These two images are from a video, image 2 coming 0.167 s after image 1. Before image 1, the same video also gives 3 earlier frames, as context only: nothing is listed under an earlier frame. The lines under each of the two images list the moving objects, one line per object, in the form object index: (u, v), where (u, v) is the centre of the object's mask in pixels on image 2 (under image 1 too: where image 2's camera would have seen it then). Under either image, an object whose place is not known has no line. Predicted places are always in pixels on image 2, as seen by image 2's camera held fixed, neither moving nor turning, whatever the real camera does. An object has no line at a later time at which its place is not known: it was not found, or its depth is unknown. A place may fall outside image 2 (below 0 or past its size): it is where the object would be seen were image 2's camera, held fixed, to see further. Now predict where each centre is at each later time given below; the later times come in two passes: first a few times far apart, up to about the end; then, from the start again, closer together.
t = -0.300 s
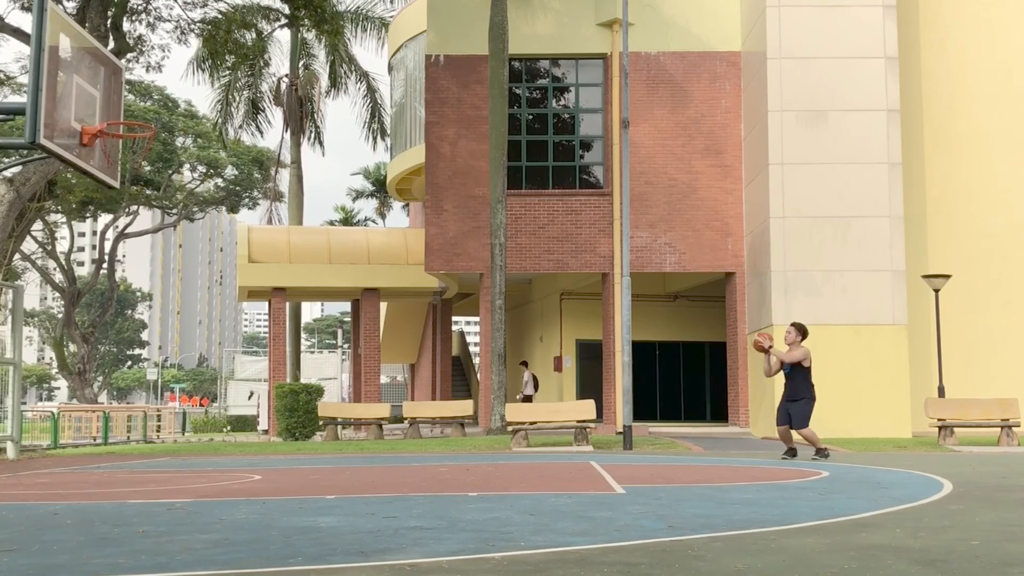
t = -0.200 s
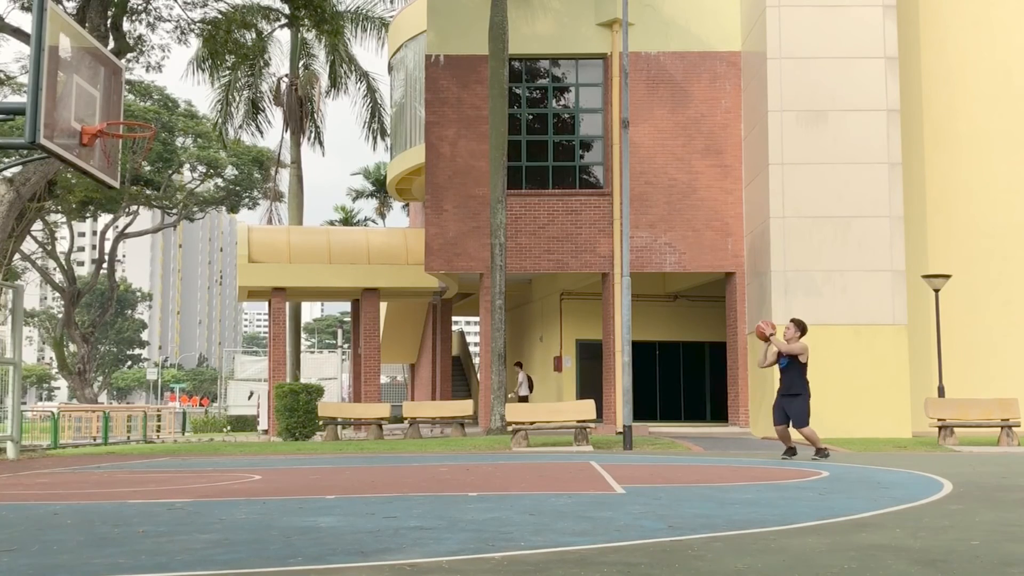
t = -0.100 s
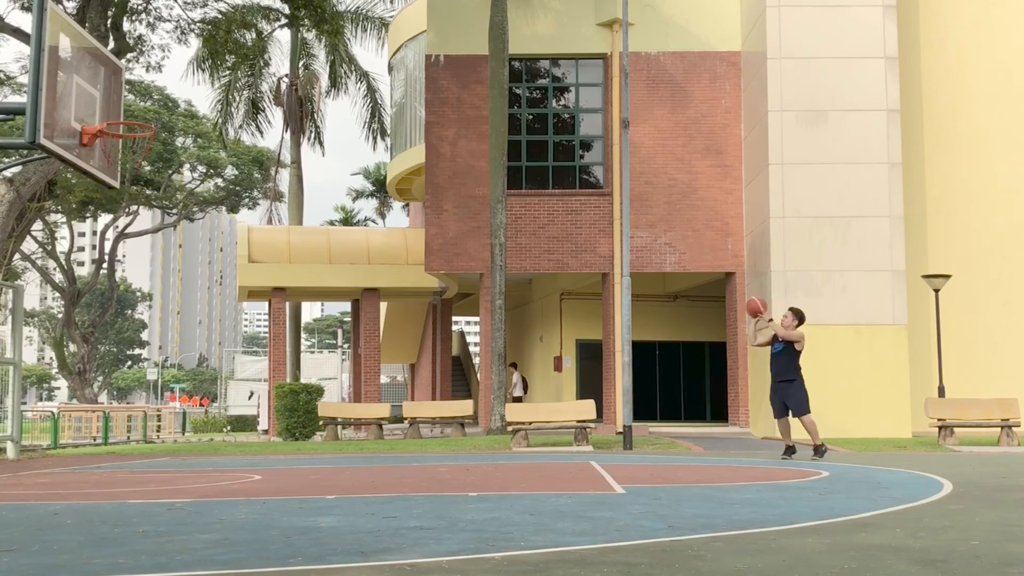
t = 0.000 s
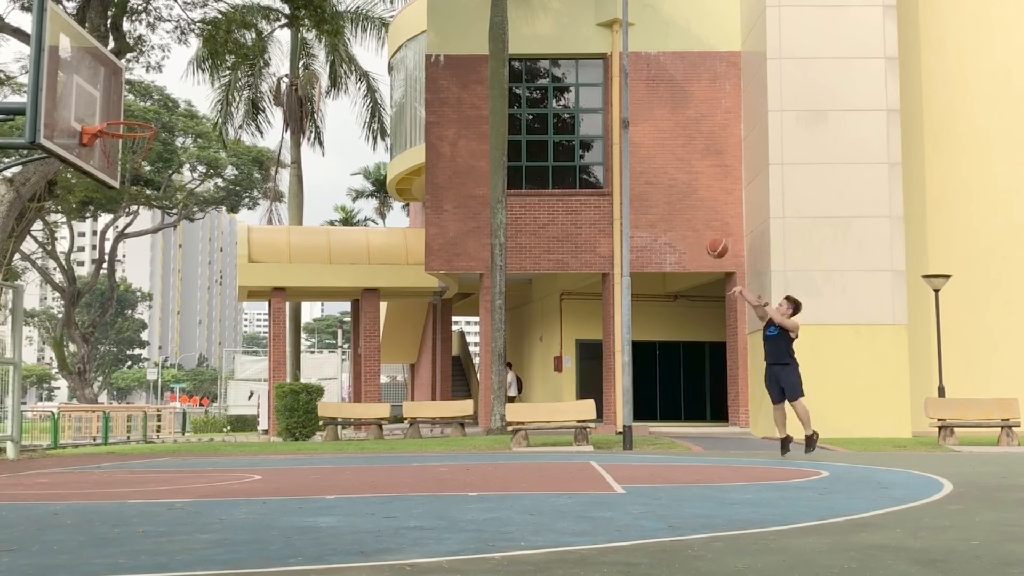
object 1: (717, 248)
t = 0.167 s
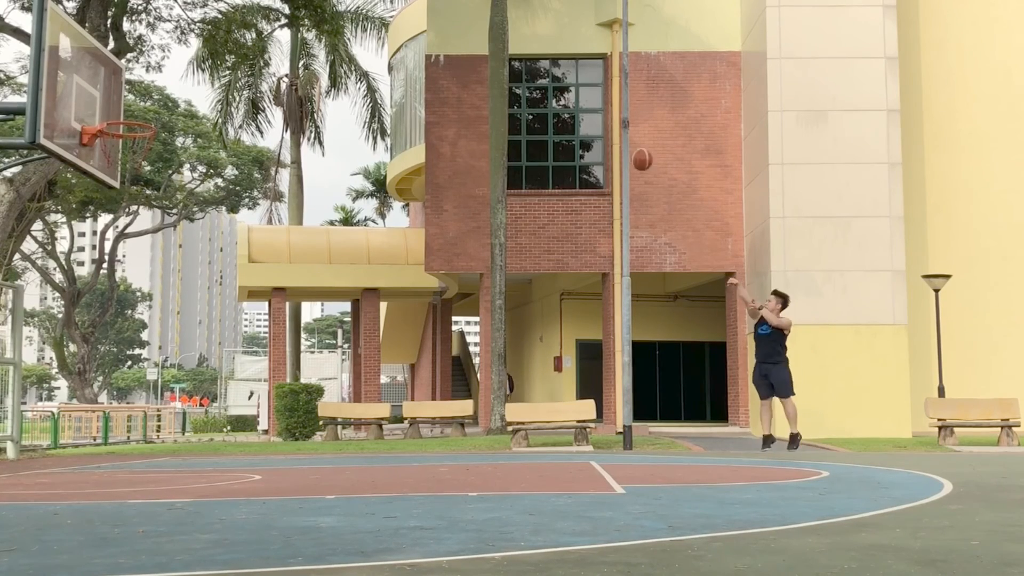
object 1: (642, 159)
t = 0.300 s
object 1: (581, 104)
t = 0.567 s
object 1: (452, 39)
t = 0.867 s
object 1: (293, 41)
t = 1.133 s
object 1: (135, 125)
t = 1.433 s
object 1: (126, 161)
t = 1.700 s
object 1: (155, 253)
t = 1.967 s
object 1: (181, 423)
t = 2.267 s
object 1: (204, 336)
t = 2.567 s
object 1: (223, 270)
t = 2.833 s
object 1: (237, 295)
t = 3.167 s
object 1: (252, 434)
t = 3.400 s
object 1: (262, 387)
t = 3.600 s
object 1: (269, 343)
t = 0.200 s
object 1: (627, 144)
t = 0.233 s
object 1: (611, 130)
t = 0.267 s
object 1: (596, 117)
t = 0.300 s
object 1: (581, 104)
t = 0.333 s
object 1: (565, 93)
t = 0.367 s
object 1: (549, 82)
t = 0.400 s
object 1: (533, 73)
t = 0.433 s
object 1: (517, 64)
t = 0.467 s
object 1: (501, 56)
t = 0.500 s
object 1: (485, 49)
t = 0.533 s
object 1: (468, 44)
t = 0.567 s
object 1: (452, 39)
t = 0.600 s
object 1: (435, 35)
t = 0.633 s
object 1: (418, 32)
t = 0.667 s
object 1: (400, 30)
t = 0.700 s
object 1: (383, 29)
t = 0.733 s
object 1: (365, 29)
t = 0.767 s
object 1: (347, 30)
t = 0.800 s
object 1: (329, 33)
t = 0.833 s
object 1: (311, 36)
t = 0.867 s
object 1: (293, 41)
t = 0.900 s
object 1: (274, 48)
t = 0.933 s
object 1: (254, 55)
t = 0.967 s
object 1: (235, 63)
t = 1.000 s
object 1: (215, 73)
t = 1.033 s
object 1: (196, 84)
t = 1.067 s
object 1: (175, 96)
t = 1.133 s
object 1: (135, 125)
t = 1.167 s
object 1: (114, 145)
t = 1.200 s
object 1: (101, 147)
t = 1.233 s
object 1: (102, 147)
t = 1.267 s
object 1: (106, 145)
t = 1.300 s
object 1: (113, 148)
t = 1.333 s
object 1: (116, 149)
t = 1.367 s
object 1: (118, 152)
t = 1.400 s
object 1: (122, 155)
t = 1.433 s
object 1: (126, 161)
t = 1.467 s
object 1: (130, 167)
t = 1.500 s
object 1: (134, 175)
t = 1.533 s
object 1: (137, 185)
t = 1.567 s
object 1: (141, 196)
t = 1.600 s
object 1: (145, 209)
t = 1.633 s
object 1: (148, 221)
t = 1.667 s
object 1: (152, 237)
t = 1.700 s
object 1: (155, 253)
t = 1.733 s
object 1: (159, 270)
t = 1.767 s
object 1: (162, 288)
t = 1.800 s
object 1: (166, 308)
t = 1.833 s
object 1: (169, 329)
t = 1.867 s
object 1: (172, 350)
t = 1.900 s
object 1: (175, 373)
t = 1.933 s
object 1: (178, 398)
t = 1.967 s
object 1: (181, 423)
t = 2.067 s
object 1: (189, 440)
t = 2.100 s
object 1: (192, 419)
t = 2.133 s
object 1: (195, 400)
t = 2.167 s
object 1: (197, 382)
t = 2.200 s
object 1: (200, 365)
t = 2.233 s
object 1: (202, 350)
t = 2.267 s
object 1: (204, 336)
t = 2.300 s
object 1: (207, 323)
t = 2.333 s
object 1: (209, 312)
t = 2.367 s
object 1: (211, 302)
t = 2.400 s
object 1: (213, 293)
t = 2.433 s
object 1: (215, 286)
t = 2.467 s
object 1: (218, 280)
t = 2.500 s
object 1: (220, 275)
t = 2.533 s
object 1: (222, 272)
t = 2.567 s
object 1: (223, 270)
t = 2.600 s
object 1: (225, 269)
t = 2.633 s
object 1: (227, 269)
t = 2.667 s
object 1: (229, 270)
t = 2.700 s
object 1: (231, 273)
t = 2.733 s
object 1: (233, 277)
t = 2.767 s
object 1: (234, 281)
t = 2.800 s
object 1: (235, 287)
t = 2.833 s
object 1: (237, 295)
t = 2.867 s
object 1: (239, 303)
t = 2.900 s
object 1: (241, 313)
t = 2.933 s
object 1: (242, 324)
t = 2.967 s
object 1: (244, 336)
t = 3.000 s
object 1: (245, 349)
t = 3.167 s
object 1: (252, 434)
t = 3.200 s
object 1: (253, 455)
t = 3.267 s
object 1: (257, 441)
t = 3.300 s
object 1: (258, 426)
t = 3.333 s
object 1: (259, 411)
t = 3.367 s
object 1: (261, 398)
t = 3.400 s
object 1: (262, 387)
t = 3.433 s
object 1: (263, 376)
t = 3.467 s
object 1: (264, 367)
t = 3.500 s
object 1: (266, 359)
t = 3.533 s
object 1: (267, 352)
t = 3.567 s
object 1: (268, 347)
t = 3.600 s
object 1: (269, 343)
